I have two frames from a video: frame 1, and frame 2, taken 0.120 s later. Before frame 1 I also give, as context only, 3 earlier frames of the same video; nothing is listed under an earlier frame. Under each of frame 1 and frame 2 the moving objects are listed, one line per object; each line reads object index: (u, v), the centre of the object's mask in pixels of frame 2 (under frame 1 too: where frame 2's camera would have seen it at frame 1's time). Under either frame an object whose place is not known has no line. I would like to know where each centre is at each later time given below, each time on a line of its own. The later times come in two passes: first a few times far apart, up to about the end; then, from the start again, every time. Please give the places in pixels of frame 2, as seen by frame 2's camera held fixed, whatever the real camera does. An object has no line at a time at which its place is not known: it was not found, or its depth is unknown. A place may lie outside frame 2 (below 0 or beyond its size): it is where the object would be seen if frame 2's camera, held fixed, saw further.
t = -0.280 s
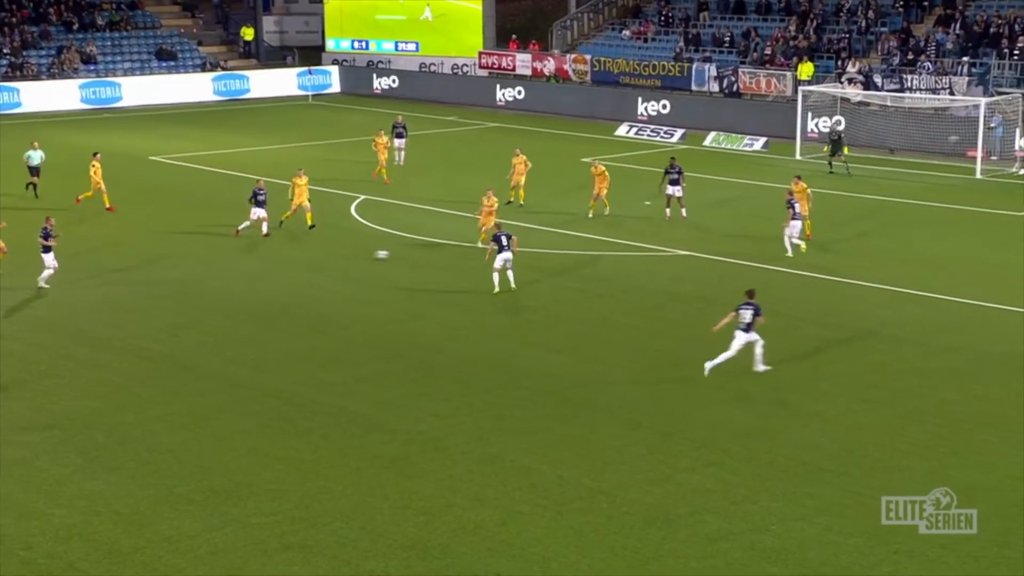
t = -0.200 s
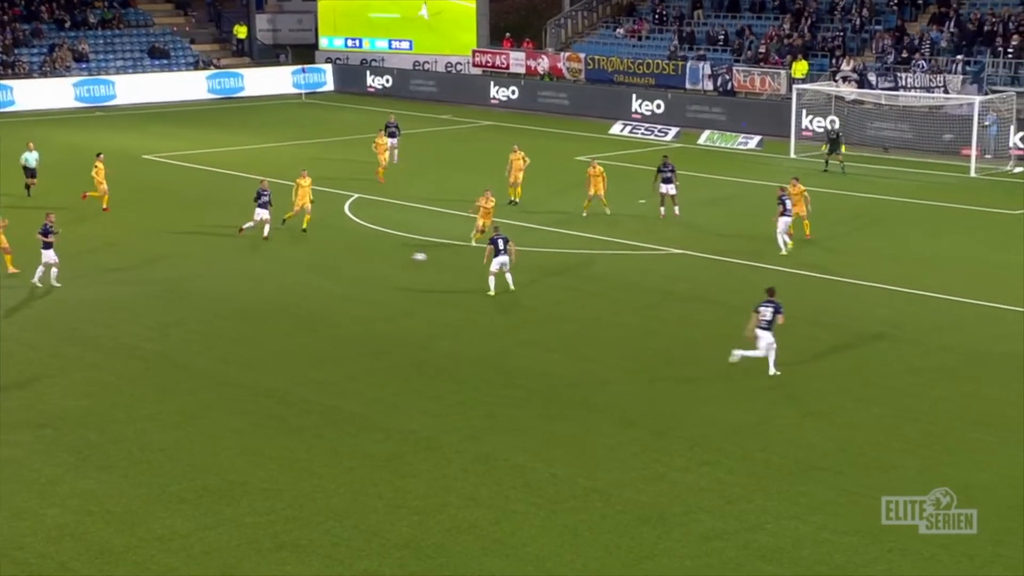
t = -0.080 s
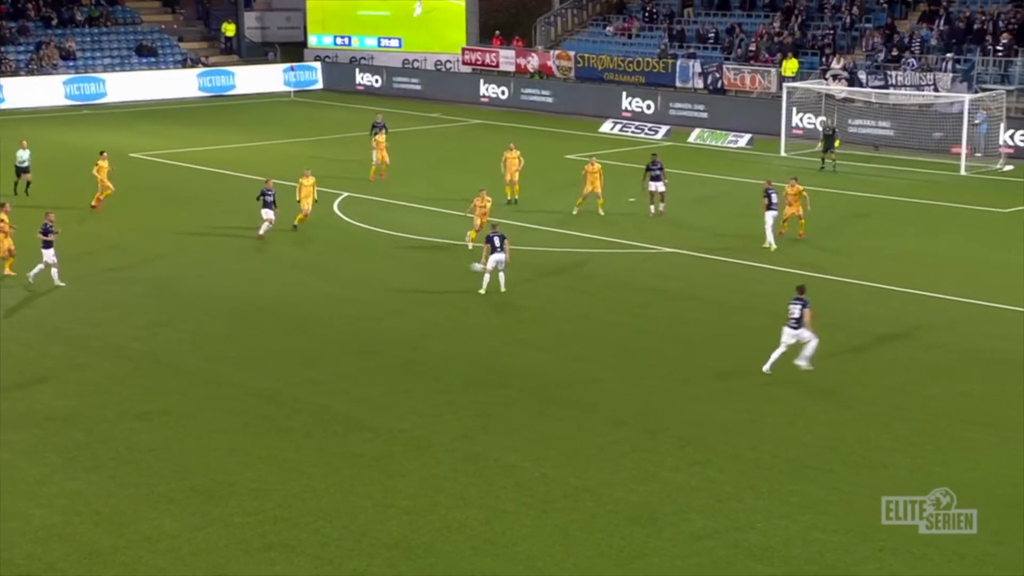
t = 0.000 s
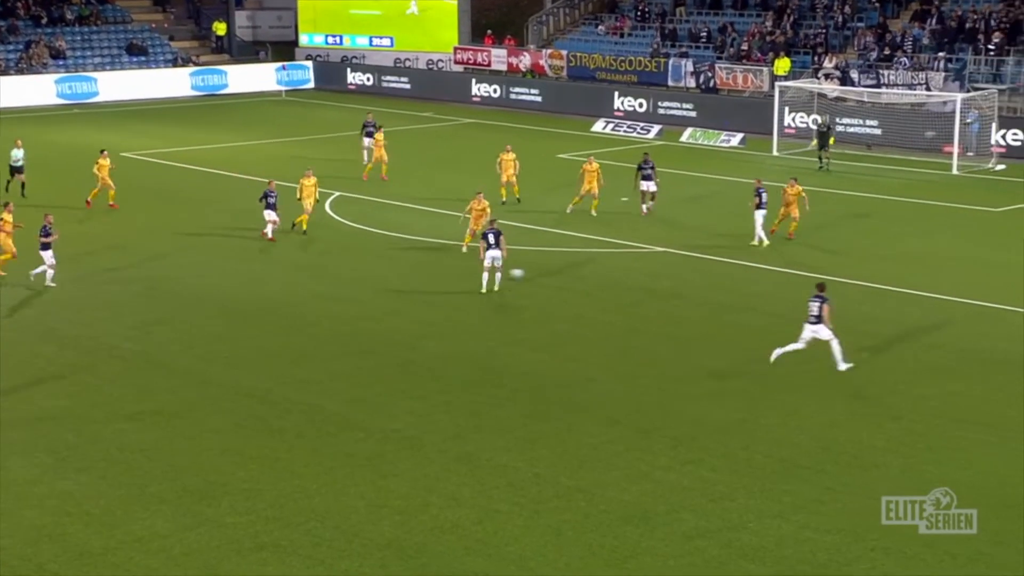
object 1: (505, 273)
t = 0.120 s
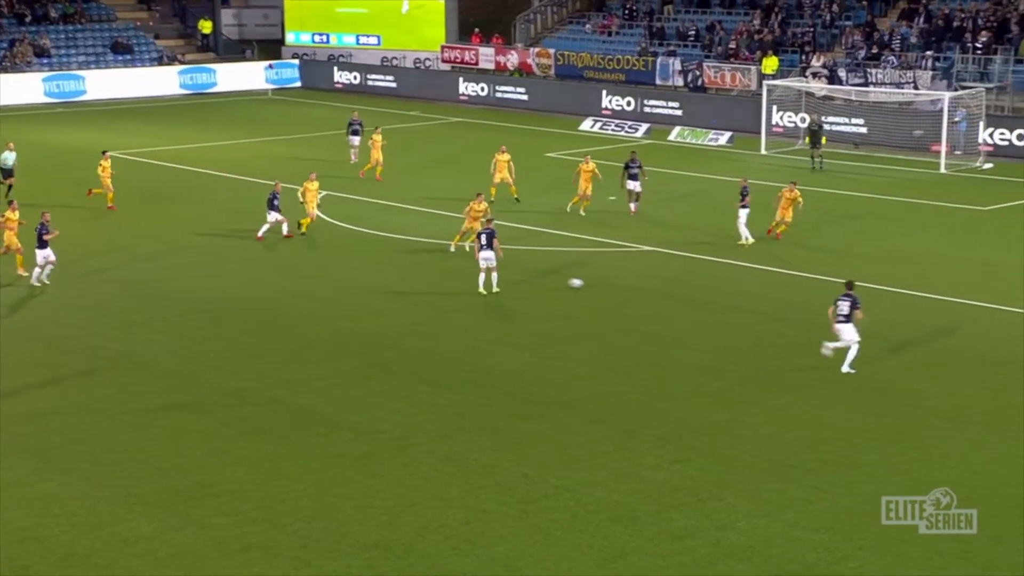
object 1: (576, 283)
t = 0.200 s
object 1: (623, 289)
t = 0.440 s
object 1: (769, 308)
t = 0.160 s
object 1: (600, 287)
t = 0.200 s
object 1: (623, 289)
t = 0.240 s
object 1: (647, 292)
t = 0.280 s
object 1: (672, 296)
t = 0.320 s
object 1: (696, 299)
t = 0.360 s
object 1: (720, 302)
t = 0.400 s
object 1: (744, 305)
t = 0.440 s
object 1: (769, 308)
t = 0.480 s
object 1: (792, 311)
